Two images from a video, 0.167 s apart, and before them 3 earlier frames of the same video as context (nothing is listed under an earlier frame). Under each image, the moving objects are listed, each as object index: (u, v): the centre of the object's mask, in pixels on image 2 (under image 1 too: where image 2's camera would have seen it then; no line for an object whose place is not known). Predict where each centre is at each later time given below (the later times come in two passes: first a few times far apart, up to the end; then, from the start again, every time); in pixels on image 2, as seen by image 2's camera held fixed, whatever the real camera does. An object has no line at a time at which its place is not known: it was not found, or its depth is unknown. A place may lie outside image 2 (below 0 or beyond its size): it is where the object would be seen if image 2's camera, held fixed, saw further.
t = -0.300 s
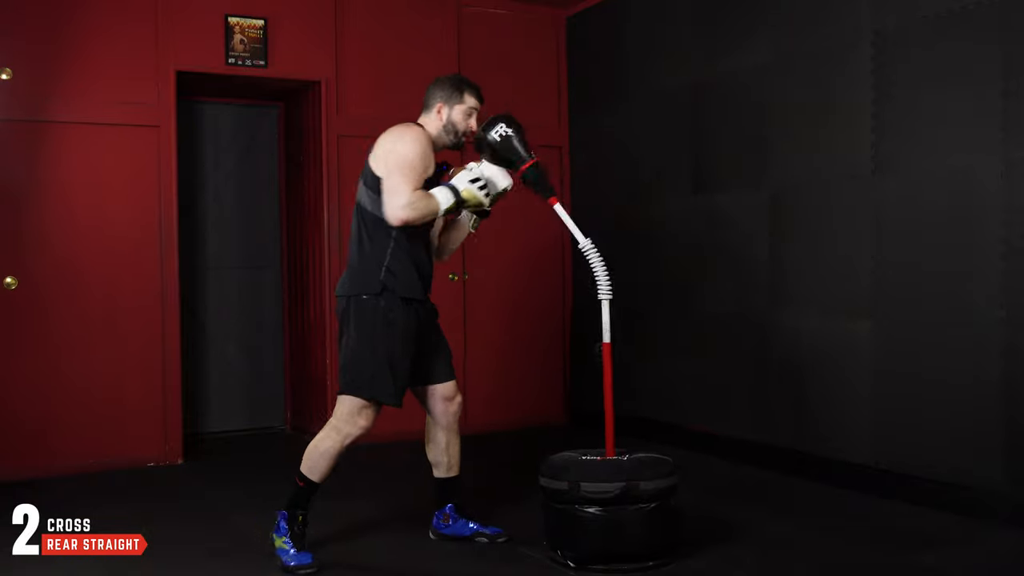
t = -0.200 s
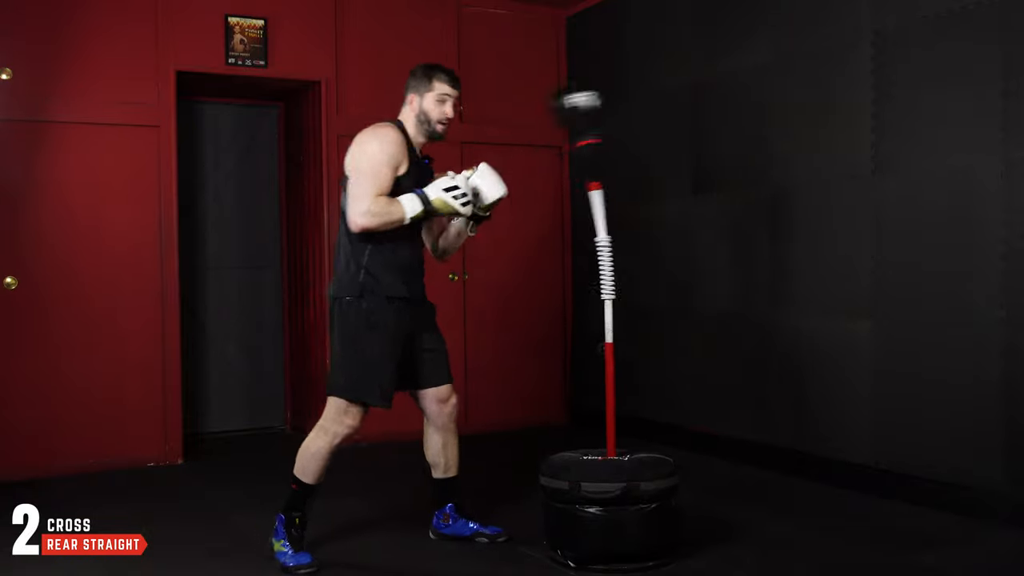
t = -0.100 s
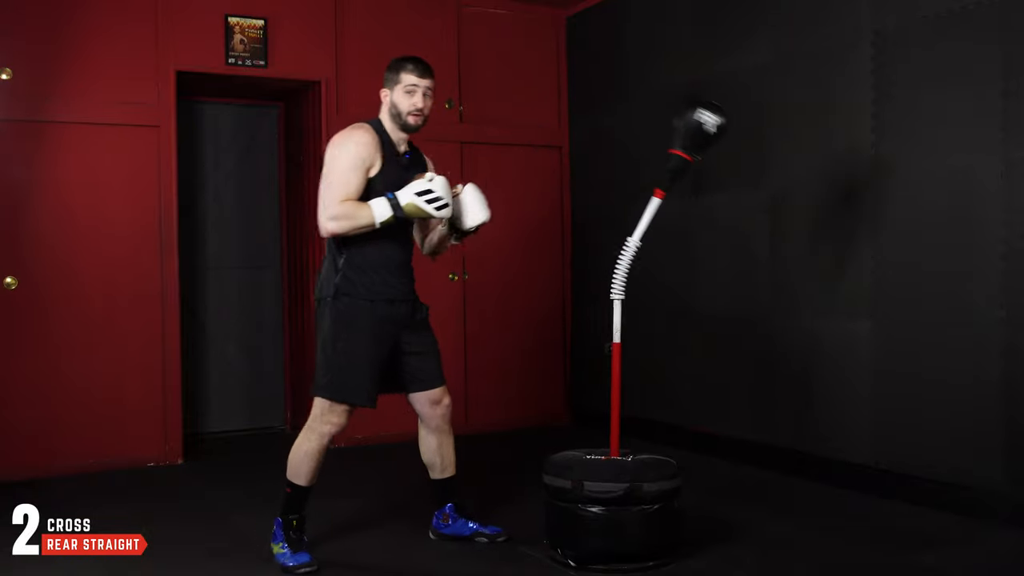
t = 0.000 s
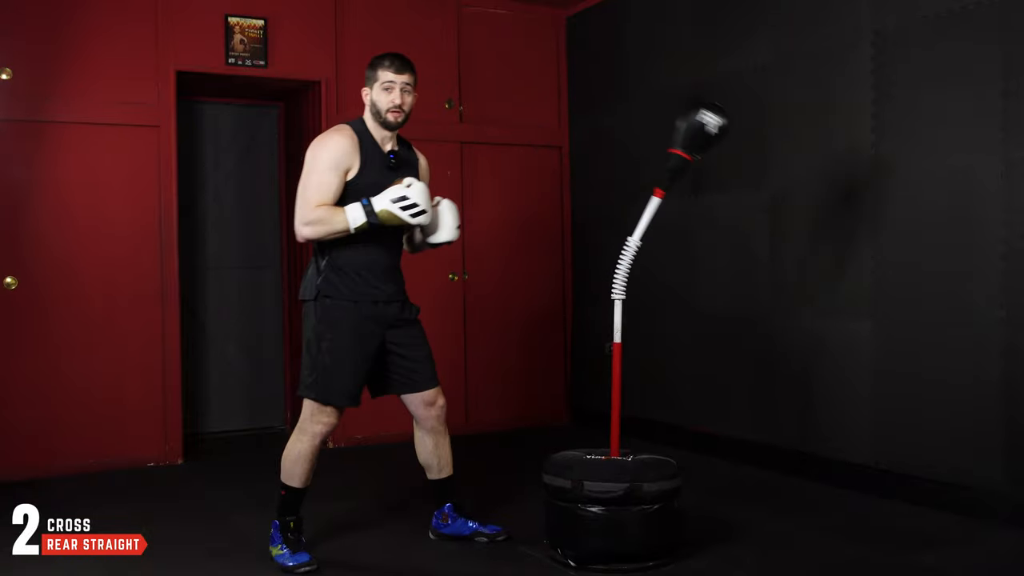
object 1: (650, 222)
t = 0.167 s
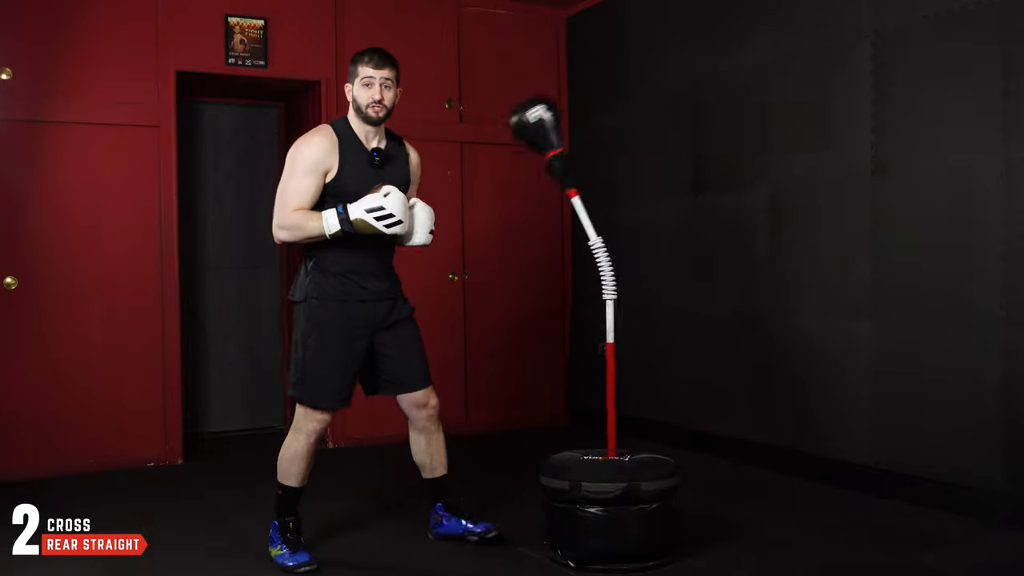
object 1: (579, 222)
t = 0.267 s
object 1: (587, 221)
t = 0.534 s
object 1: (634, 215)
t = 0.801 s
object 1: (606, 220)
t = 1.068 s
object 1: (615, 215)
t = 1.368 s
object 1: (633, 213)
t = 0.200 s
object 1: (577, 222)
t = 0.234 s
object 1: (579, 222)
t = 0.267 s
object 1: (587, 221)
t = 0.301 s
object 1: (599, 216)
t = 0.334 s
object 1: (617, 209)
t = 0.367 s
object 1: (635, 212)
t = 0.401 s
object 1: (643, 218)
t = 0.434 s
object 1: (648, 218)
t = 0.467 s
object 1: (647, 220)
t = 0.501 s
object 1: (642, 218)
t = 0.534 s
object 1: (634, 215)
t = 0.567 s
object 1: (620, 214)
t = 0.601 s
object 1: (604, 218)
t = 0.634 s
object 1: (592, 219)
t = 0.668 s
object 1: (587, 220)
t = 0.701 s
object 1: (586, 222)
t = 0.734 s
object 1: (587, 218)
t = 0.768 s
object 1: (593, 216)
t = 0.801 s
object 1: (606, 220)
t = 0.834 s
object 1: (620, 216)
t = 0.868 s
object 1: (633, 214)
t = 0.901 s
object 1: (639, 215)
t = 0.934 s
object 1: (641, 218)
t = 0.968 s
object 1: (639, 218)
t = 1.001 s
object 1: (636, 214)
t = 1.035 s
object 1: (628, 211)
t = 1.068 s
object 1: (615, 215)
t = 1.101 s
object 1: (602, 217)
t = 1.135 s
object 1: (594, 221)
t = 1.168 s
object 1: (592, 222)
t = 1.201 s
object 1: (592, 222)
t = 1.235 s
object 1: (595, 220)
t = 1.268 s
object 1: (602, 218)
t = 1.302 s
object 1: (612, 213)
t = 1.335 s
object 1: (624, 214)
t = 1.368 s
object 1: (633, 213)
